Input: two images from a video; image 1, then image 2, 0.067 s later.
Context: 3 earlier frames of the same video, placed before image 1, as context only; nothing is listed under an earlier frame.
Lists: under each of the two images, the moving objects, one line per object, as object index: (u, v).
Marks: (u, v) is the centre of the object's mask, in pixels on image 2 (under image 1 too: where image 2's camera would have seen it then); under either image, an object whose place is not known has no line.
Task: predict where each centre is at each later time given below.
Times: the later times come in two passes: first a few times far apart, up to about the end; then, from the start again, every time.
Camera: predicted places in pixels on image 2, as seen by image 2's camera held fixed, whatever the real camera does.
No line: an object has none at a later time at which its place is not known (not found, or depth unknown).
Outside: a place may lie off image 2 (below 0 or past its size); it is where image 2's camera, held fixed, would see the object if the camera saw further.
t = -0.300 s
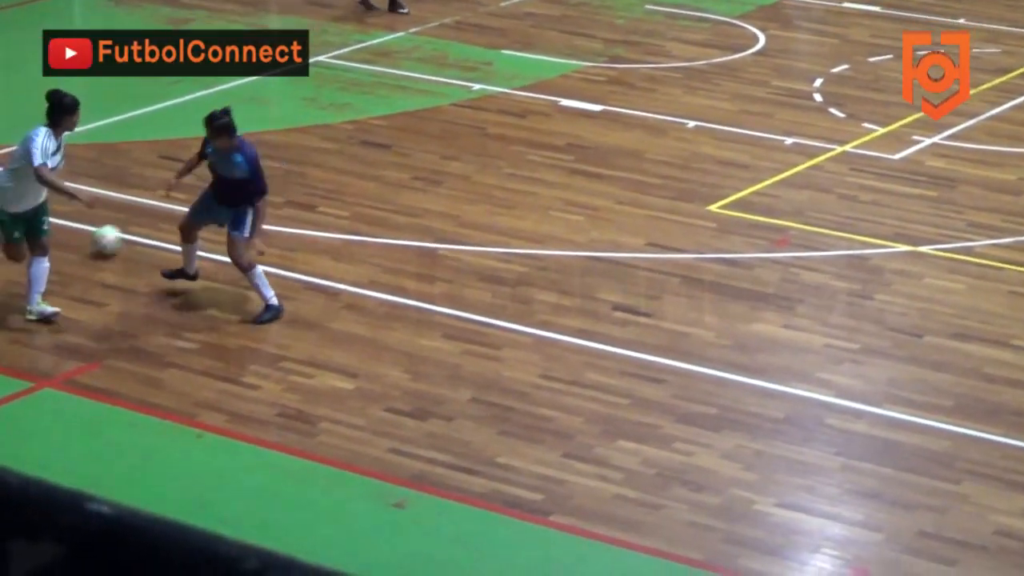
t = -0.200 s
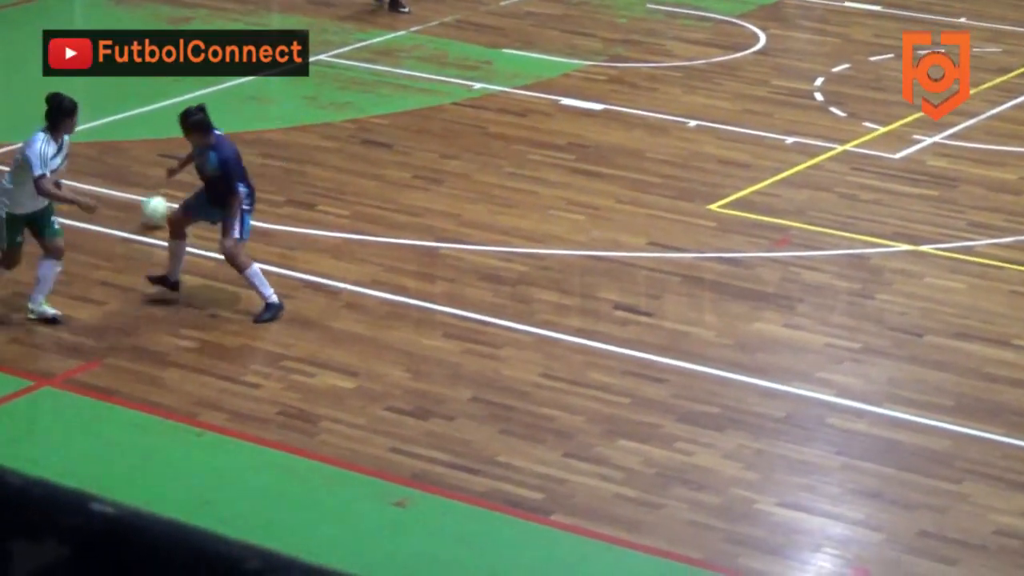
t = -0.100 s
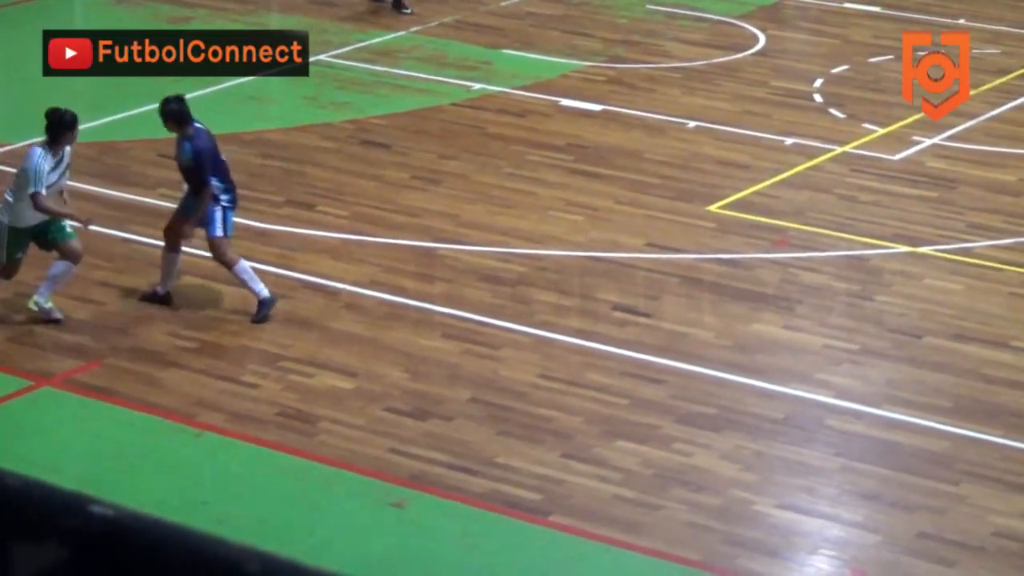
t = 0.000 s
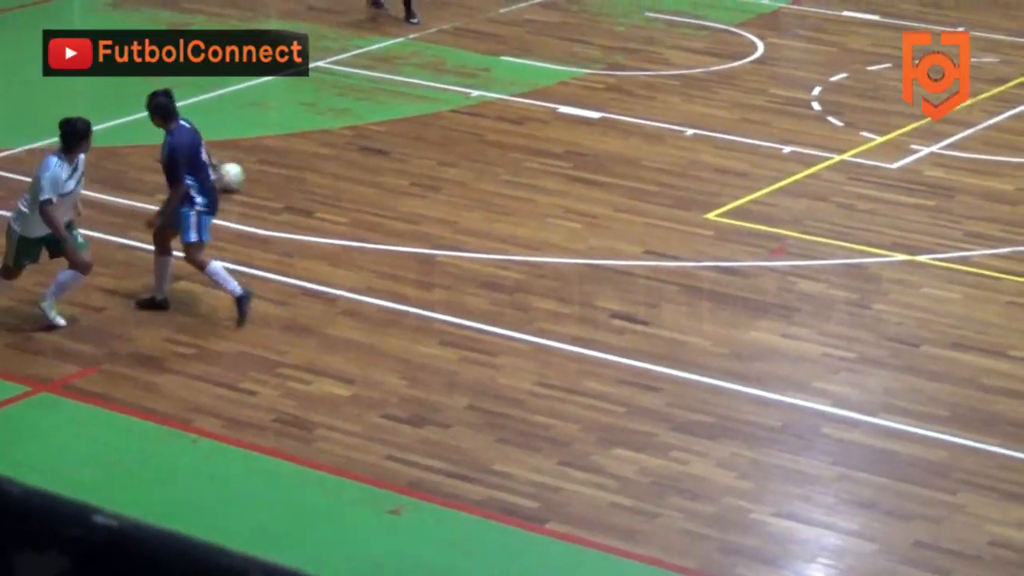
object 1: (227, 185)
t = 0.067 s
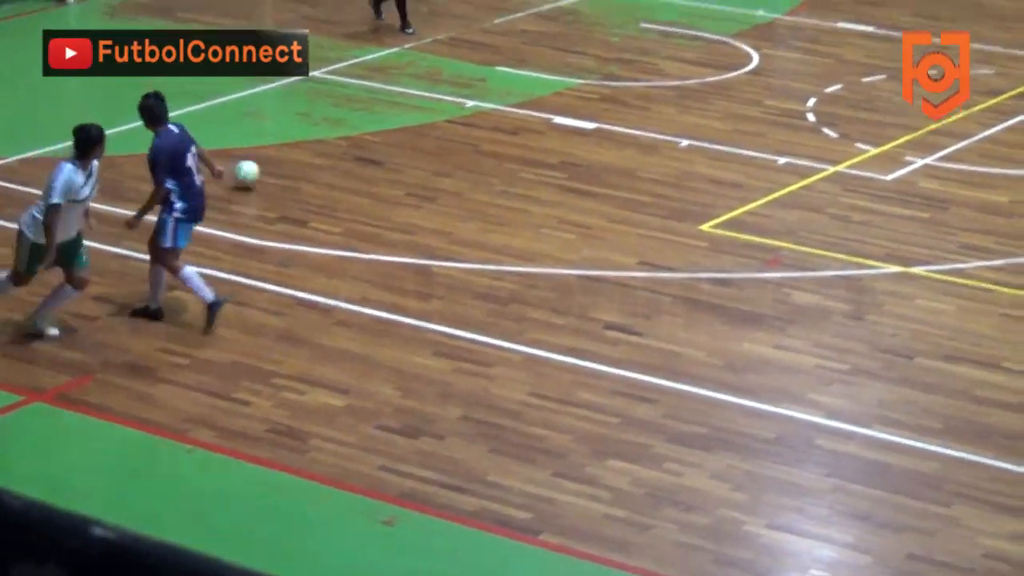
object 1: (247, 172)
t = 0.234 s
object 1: (294, 148)
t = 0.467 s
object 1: (353, 113)
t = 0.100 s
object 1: (257, 165)
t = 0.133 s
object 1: (266, 161)
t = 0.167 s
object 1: (275, 158)
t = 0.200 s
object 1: (285, 153)
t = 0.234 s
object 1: (294, 148)
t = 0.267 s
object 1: (303, 143)
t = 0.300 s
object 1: (312, 137)
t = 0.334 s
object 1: (321, 132)
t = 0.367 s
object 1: (328, 129)
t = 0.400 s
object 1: (337, 123)
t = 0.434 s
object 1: (345, 118)
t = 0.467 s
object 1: (353, 113)
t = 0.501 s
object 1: (361, 110)
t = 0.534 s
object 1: (370, 105)
